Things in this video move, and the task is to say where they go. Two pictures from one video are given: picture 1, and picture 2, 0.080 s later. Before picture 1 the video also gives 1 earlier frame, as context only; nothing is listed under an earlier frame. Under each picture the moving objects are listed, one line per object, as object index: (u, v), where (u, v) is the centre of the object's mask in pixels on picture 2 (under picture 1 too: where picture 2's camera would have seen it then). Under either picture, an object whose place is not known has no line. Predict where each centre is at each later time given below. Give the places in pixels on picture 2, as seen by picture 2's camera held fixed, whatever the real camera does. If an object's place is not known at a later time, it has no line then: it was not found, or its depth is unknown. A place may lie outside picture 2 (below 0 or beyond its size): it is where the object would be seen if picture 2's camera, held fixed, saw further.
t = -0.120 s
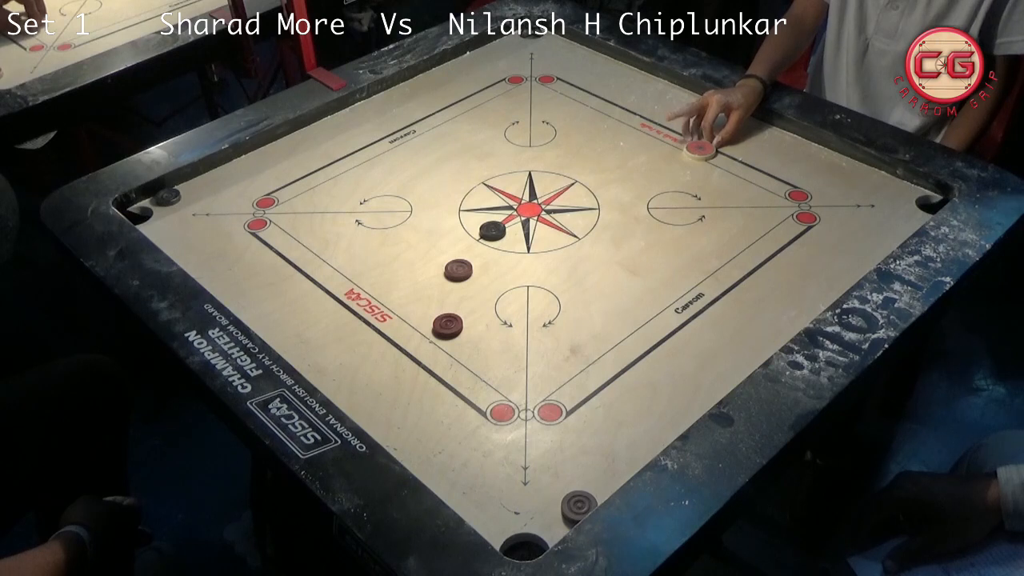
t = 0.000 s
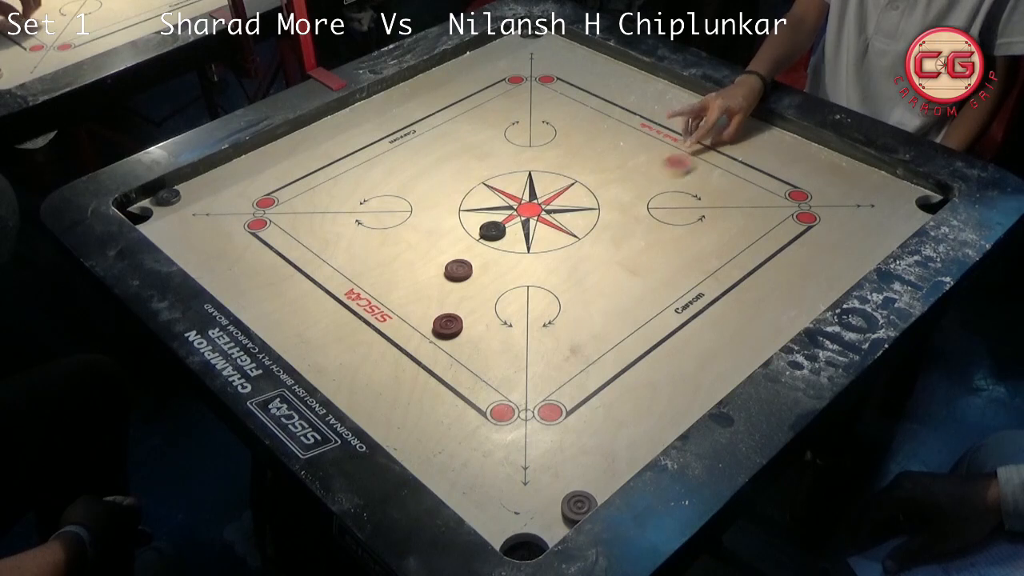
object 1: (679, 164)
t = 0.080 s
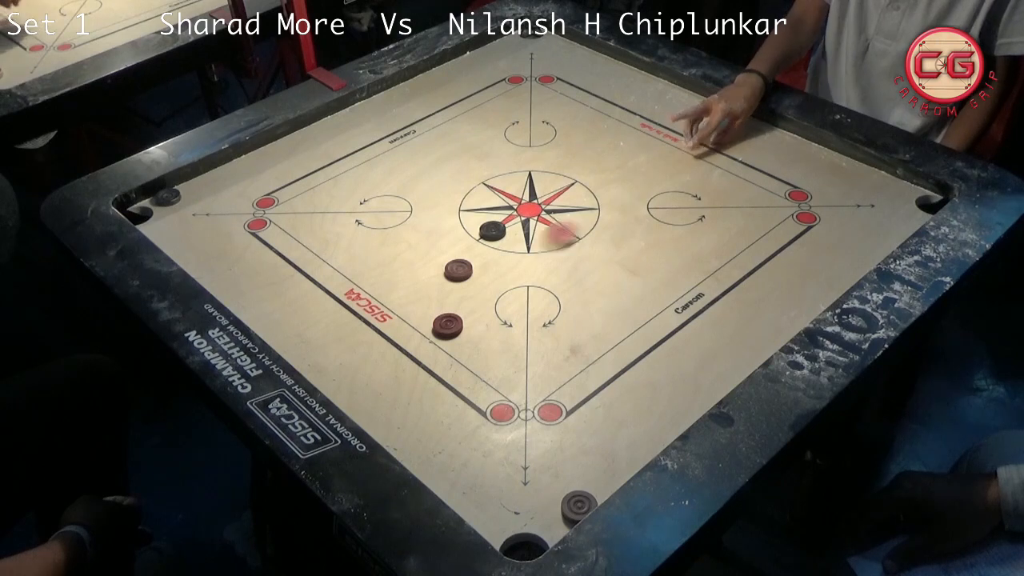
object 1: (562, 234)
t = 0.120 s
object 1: (495, 274)
